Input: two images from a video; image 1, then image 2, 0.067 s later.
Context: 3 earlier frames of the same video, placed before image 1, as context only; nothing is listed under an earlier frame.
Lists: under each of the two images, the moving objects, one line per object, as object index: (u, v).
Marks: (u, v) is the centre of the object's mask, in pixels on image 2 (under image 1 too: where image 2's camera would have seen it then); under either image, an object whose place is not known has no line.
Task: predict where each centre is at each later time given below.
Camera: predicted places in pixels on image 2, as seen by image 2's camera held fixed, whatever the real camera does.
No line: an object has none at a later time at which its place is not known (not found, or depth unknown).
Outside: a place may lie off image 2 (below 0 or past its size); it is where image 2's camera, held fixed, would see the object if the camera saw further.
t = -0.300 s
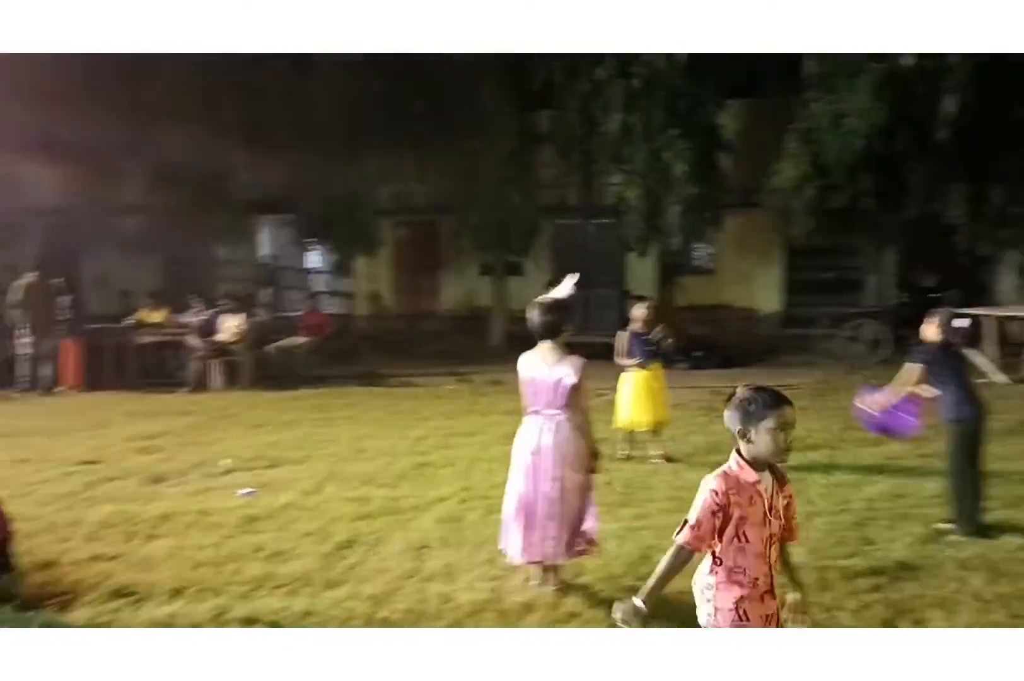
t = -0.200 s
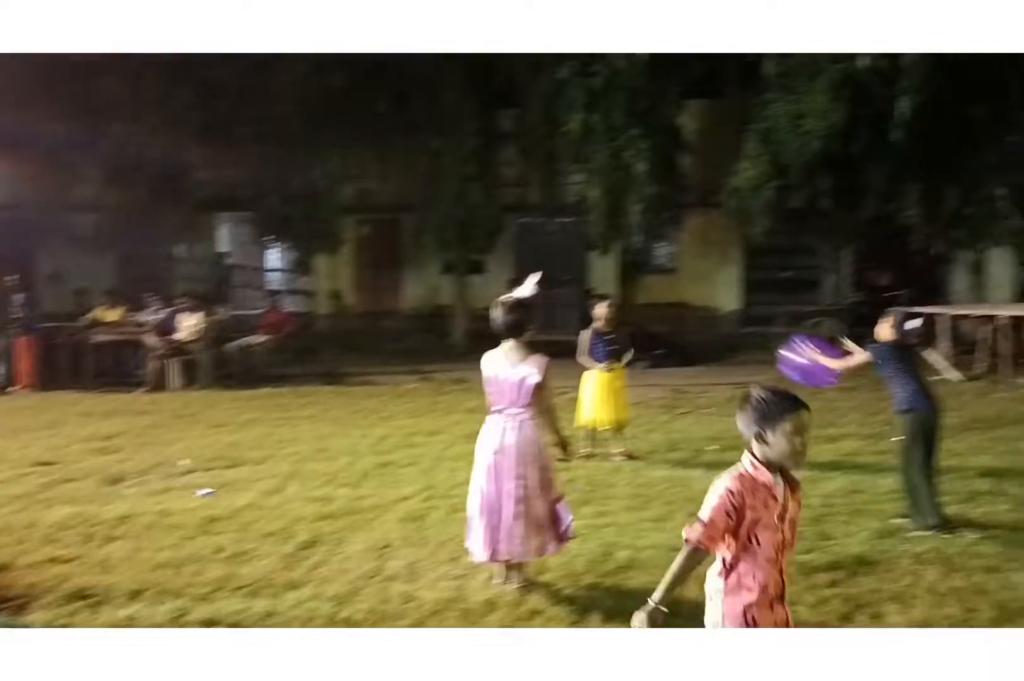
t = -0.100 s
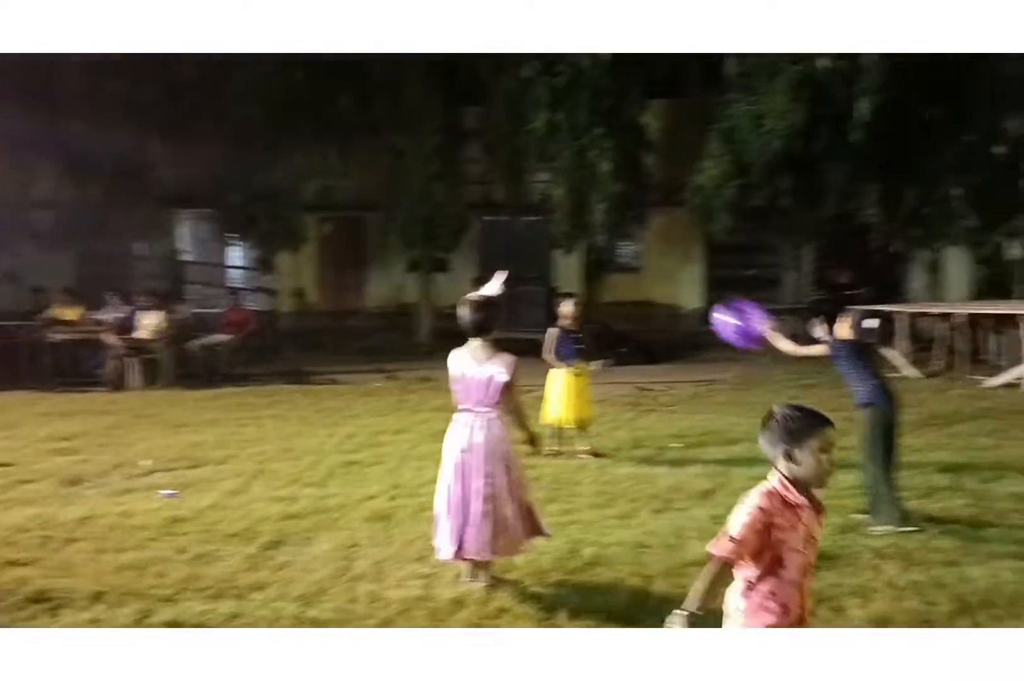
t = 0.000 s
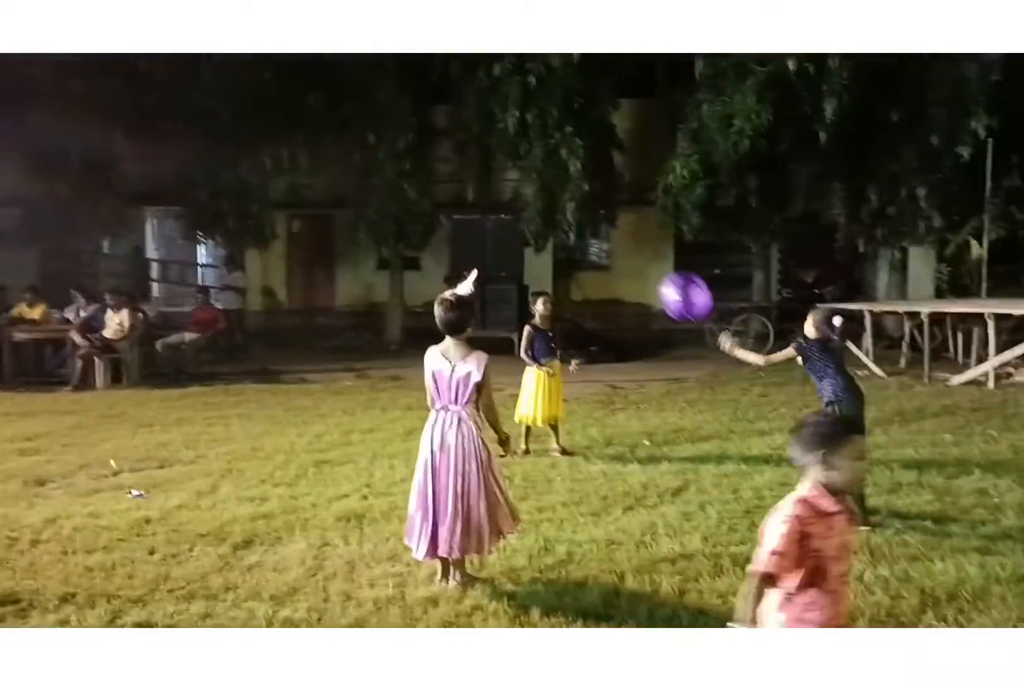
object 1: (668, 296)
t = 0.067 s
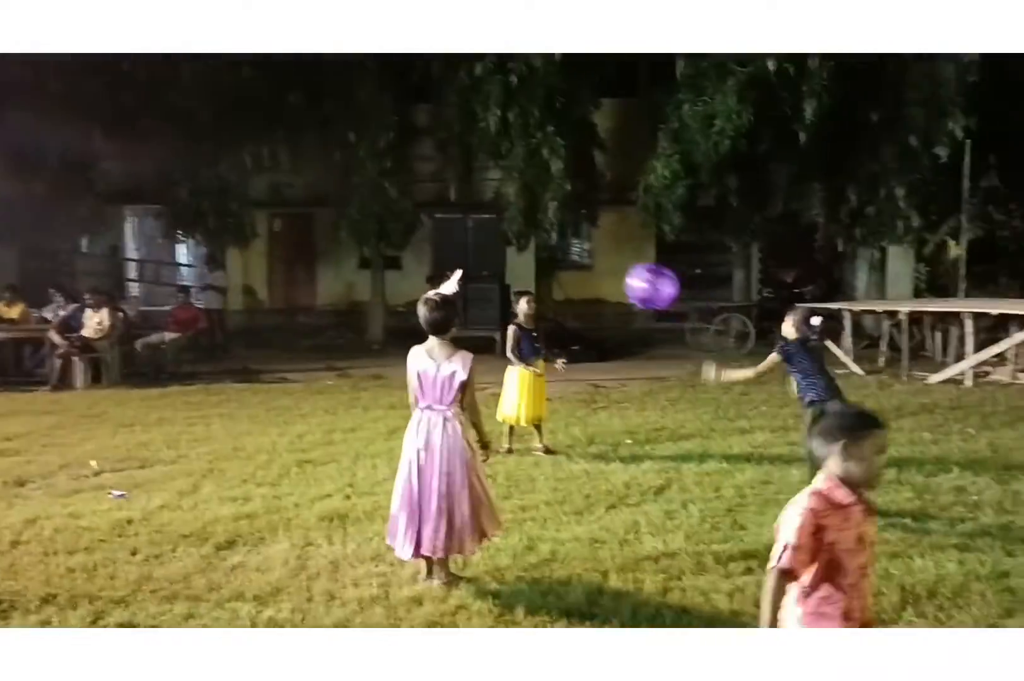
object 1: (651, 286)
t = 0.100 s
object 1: (643, 283)
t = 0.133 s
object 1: (638, 281)
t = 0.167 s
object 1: (630, 280)
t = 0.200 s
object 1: (623, 279)
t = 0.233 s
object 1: (618, 280)
